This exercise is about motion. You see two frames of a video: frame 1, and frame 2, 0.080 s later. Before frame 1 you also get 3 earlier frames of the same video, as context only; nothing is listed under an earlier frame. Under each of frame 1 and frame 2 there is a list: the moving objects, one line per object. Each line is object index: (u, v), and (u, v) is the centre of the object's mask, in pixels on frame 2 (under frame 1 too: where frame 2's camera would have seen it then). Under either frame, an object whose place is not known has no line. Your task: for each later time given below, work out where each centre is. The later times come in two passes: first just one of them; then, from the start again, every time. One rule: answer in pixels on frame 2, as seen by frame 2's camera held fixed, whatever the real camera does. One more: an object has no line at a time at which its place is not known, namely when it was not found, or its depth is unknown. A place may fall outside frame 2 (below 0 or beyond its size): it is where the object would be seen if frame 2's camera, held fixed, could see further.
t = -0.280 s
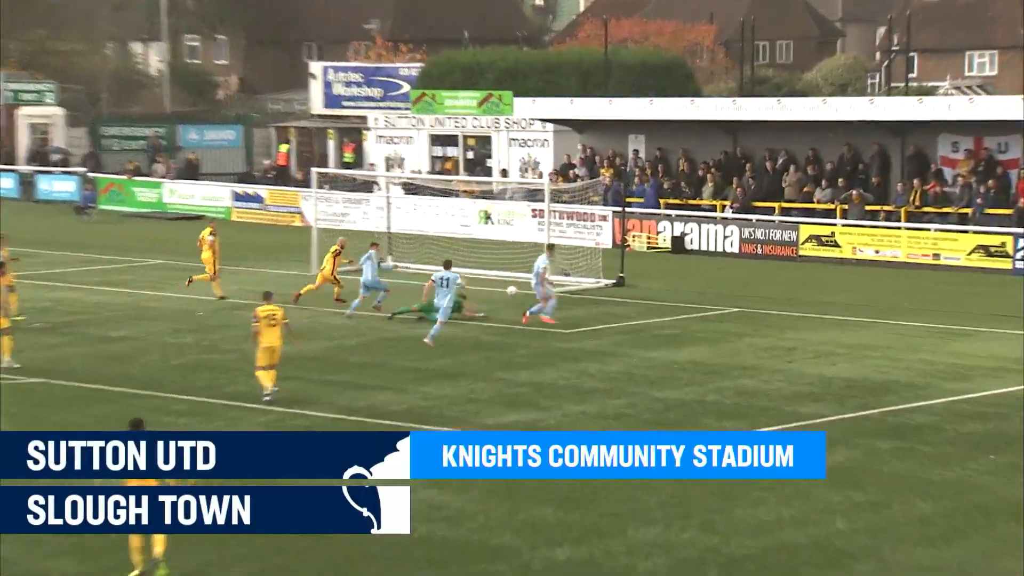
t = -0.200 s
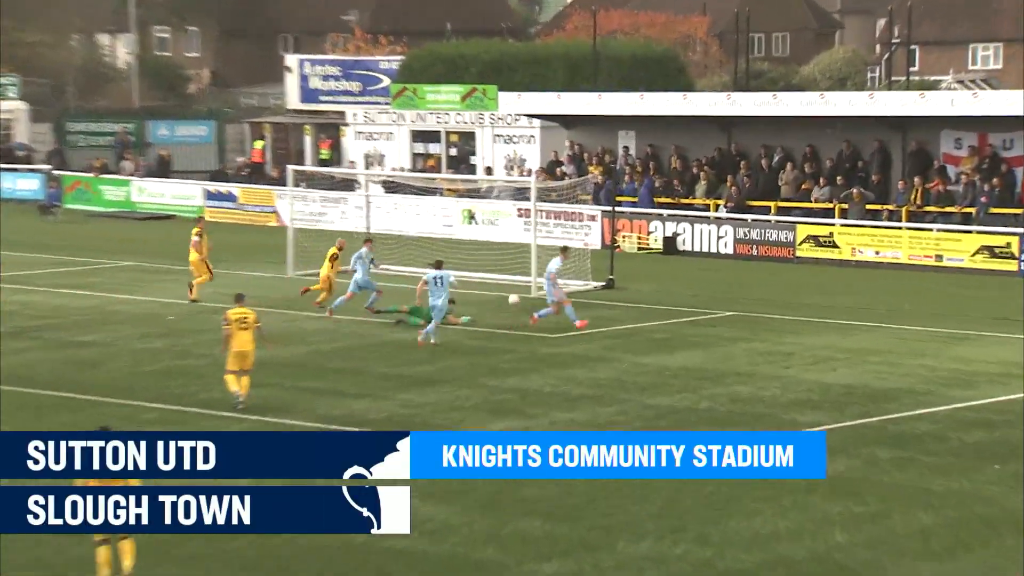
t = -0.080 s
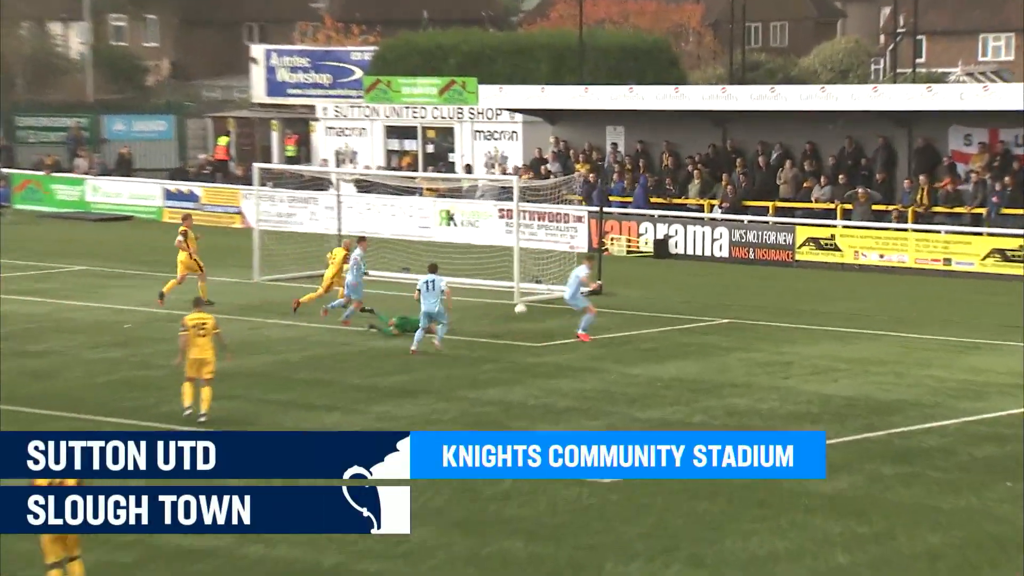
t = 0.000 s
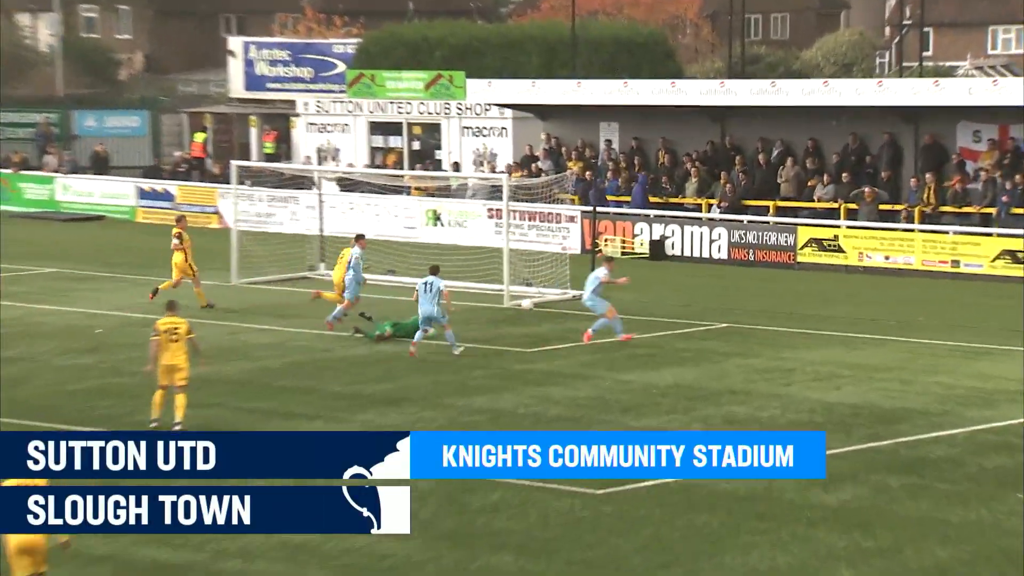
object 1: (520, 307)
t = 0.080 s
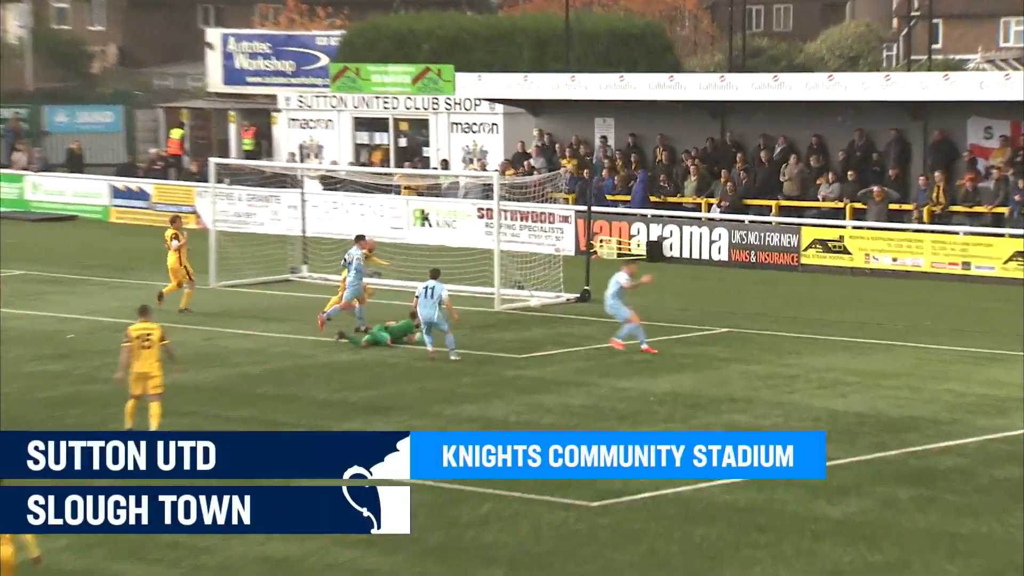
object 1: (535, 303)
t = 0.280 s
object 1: (577, 306)
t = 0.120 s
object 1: (544, 302)
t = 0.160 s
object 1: (553, 301)
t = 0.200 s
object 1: (560, 302)
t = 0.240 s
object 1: (569, 304)
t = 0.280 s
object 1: (577, 306)
